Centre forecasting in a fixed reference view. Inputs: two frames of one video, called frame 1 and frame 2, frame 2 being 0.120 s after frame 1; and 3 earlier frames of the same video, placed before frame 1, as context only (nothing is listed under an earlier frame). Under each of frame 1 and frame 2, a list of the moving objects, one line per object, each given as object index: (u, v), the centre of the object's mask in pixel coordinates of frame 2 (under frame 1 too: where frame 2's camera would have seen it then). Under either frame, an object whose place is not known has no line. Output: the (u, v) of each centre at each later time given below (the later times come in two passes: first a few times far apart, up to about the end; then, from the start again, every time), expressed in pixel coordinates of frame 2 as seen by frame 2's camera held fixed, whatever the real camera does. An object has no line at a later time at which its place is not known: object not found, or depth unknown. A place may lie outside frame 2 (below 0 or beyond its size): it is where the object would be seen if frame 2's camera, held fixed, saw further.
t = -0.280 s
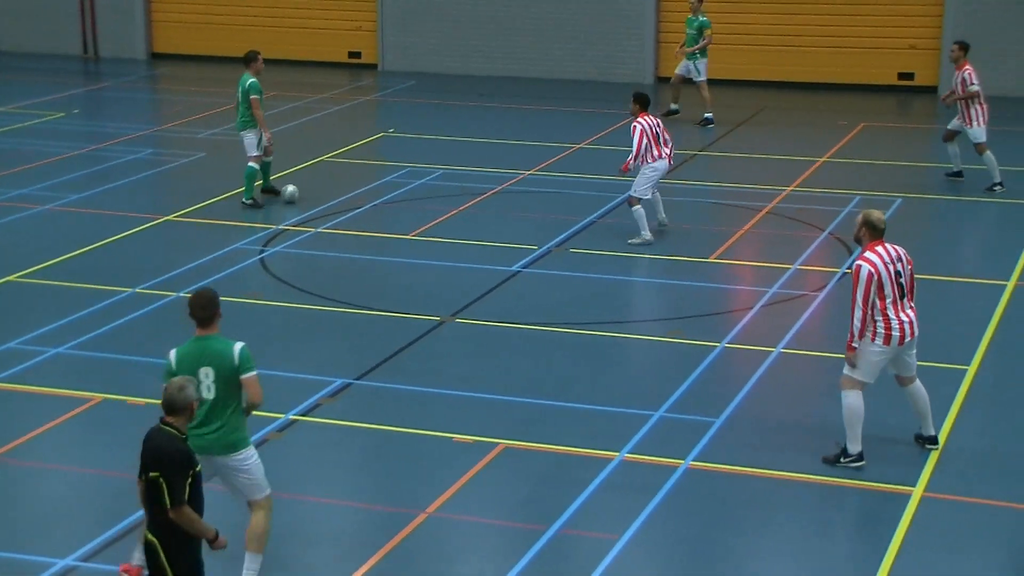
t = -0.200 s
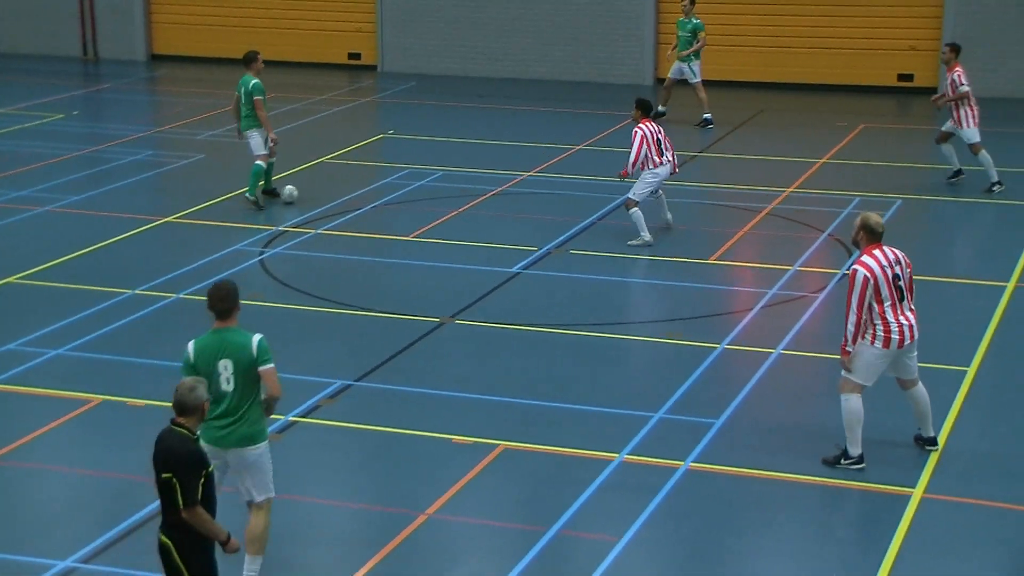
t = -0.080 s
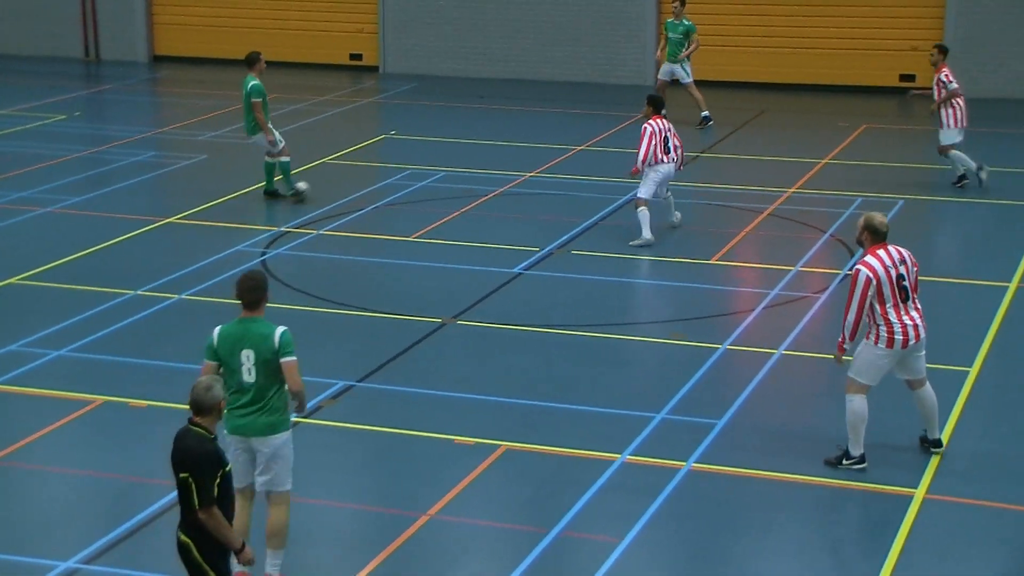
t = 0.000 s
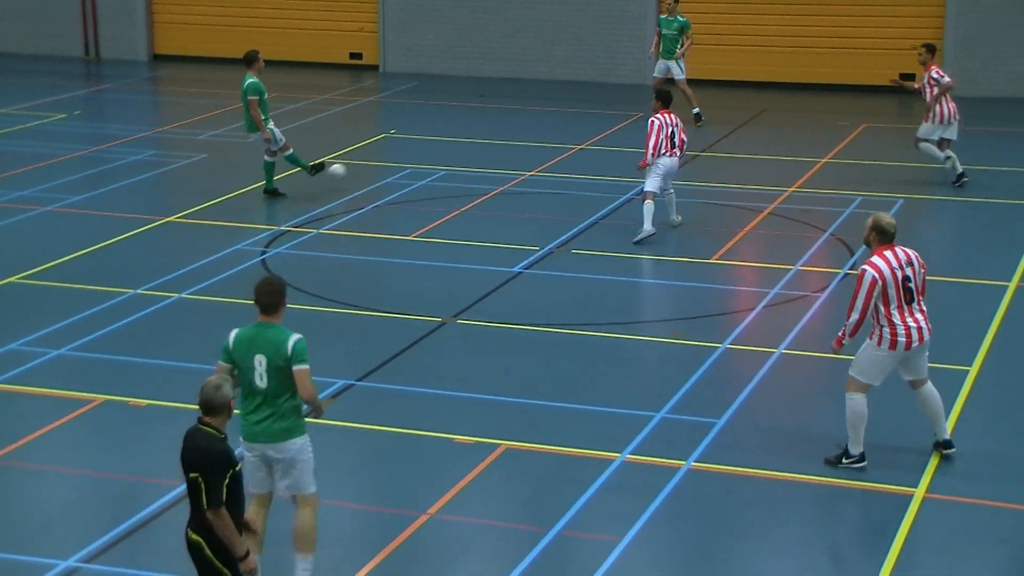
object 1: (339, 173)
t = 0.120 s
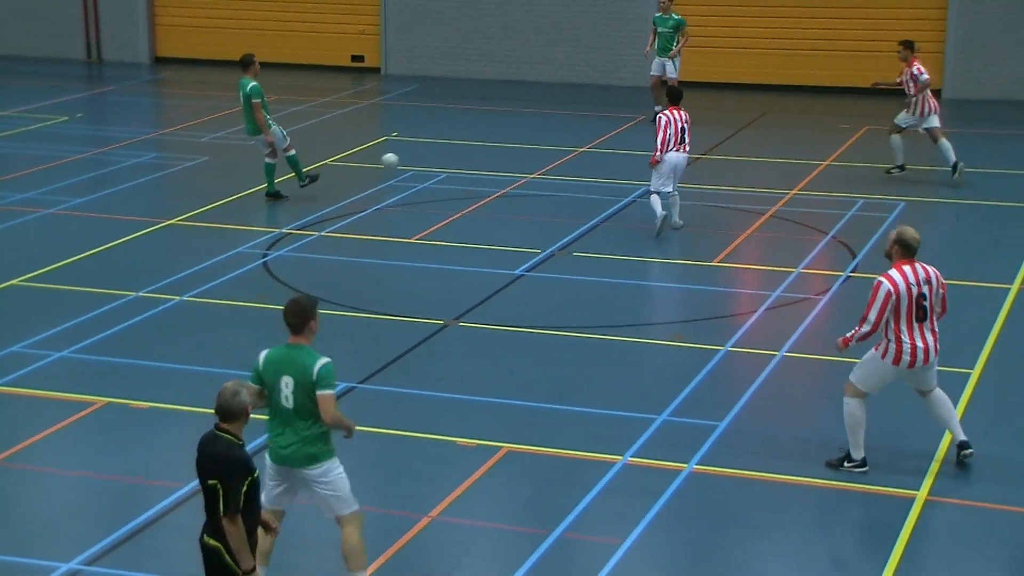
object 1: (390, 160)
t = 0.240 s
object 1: (435, 158)
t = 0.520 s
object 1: (516, 133)
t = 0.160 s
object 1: (405, 159)
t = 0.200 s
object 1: (421, 160)
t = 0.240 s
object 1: (435, 158)
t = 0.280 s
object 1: (447, 152)
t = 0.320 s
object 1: (460, 147)
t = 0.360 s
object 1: (471, 144)
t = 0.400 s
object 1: (483, 142)
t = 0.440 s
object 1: (494, 142)
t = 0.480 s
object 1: (505, 136)
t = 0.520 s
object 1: (516, 133)
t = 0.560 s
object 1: (525, 130)
